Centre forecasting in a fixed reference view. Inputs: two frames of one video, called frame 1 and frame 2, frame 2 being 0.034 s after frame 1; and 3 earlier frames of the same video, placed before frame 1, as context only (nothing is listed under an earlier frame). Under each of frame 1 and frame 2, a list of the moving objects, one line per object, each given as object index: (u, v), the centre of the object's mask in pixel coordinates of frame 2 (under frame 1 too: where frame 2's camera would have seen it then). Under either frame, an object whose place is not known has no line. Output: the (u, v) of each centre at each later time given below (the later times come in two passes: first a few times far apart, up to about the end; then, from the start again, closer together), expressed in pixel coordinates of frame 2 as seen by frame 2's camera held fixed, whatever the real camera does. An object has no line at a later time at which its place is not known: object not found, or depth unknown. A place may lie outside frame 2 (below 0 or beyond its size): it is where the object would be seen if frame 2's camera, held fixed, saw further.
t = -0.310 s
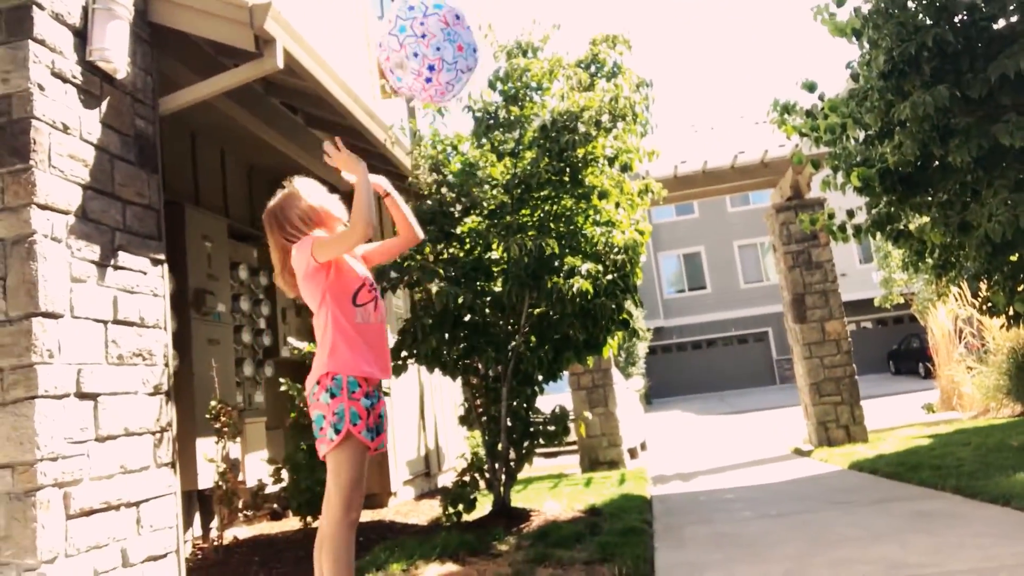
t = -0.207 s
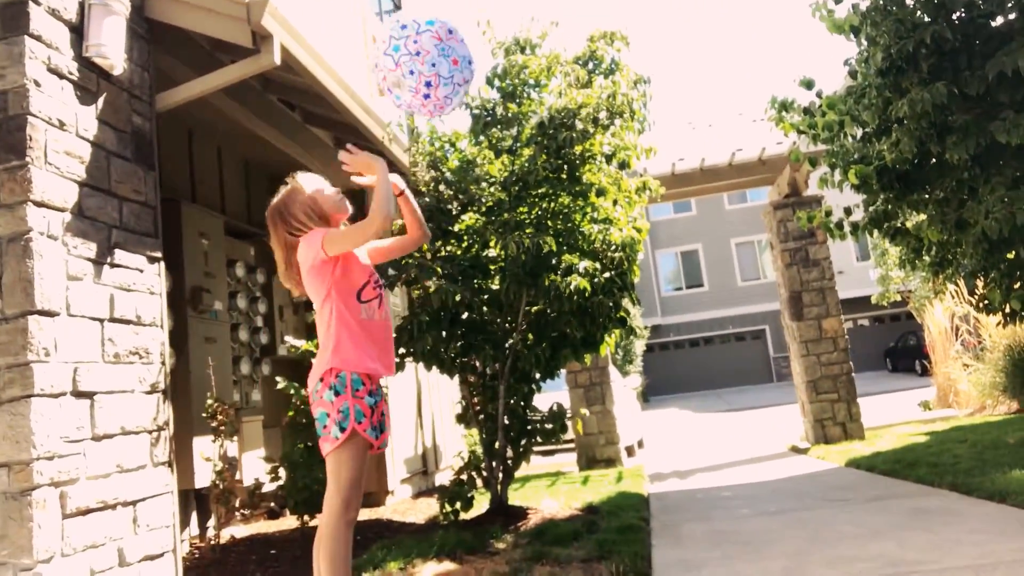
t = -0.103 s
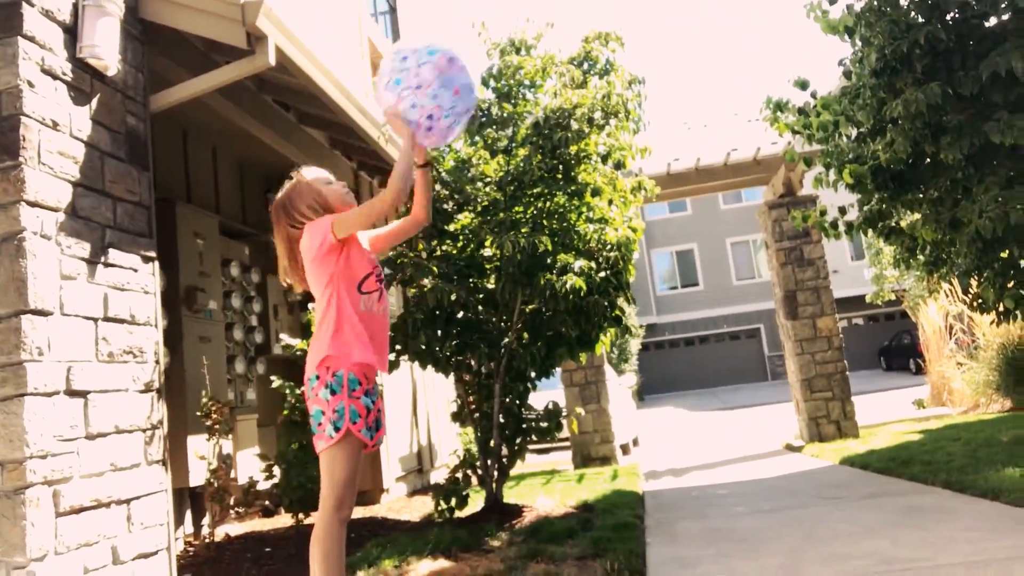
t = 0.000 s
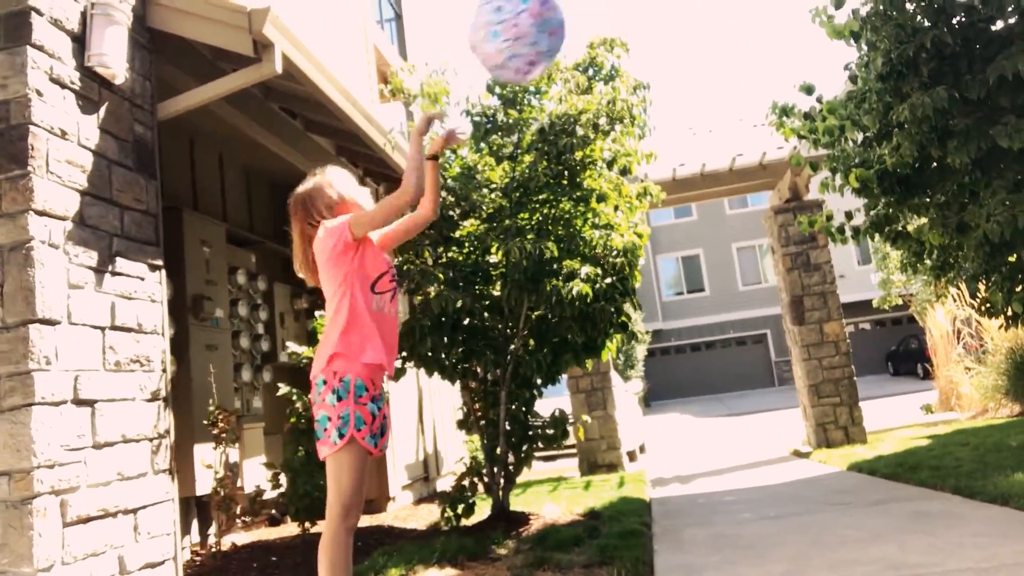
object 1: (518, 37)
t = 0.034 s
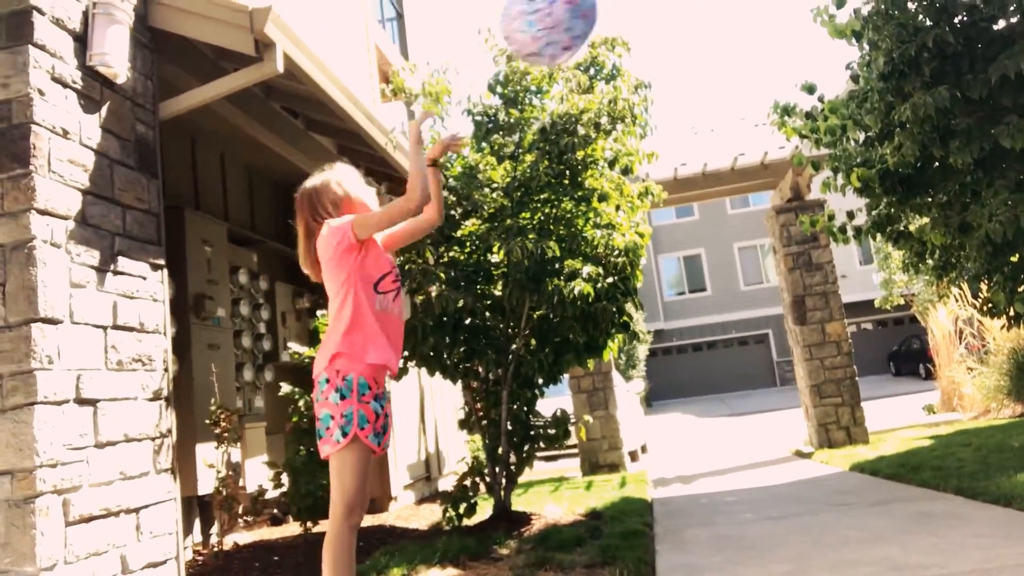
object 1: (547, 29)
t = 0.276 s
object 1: (755, 5)
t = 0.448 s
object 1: (904, 36)
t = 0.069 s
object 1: (576, 23)
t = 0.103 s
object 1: (606, 19)
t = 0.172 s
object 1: (666, 12)
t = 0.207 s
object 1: (695, 9)
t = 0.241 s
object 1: (725, 6)
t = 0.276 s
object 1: (755, 5)
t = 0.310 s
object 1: (786, 7)
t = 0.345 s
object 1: (817, 10)
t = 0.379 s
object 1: (848, 14)
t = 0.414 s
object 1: (877, 23)
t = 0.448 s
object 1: (904, 36)
